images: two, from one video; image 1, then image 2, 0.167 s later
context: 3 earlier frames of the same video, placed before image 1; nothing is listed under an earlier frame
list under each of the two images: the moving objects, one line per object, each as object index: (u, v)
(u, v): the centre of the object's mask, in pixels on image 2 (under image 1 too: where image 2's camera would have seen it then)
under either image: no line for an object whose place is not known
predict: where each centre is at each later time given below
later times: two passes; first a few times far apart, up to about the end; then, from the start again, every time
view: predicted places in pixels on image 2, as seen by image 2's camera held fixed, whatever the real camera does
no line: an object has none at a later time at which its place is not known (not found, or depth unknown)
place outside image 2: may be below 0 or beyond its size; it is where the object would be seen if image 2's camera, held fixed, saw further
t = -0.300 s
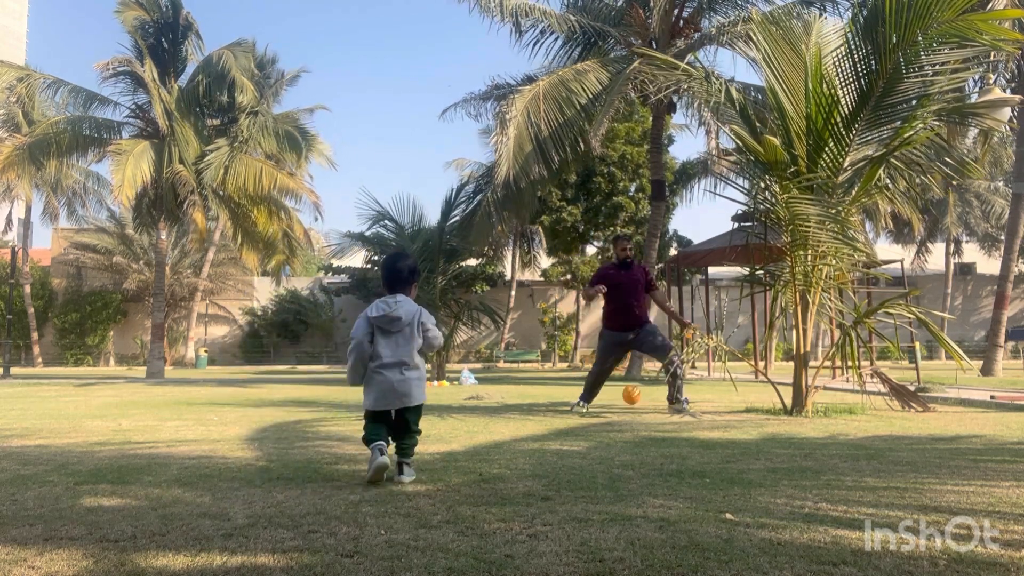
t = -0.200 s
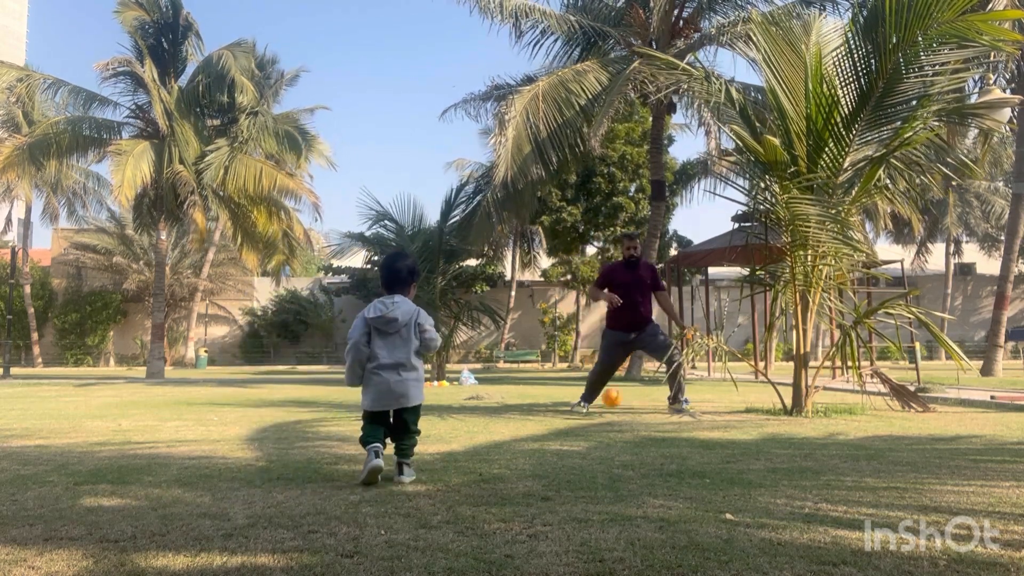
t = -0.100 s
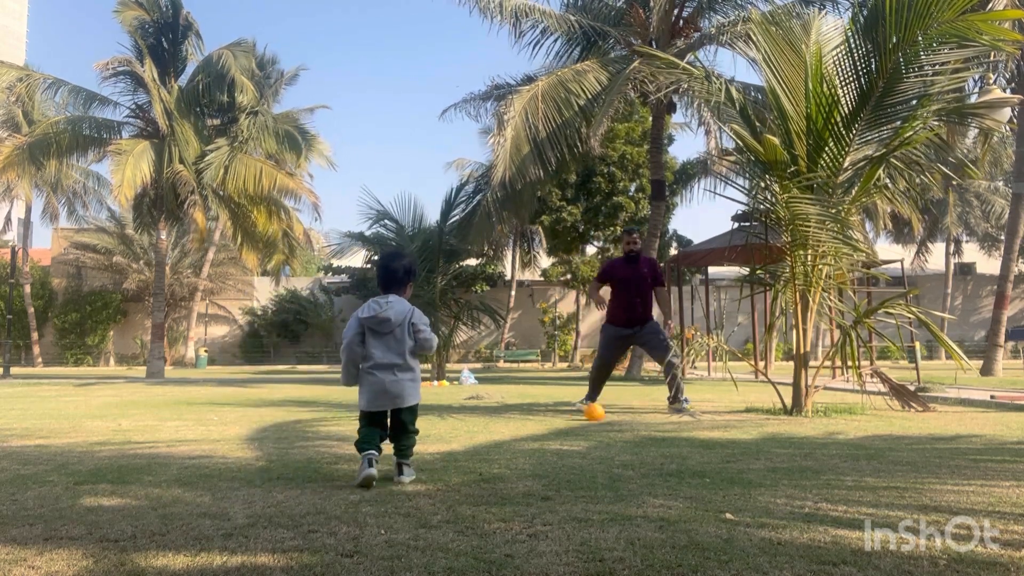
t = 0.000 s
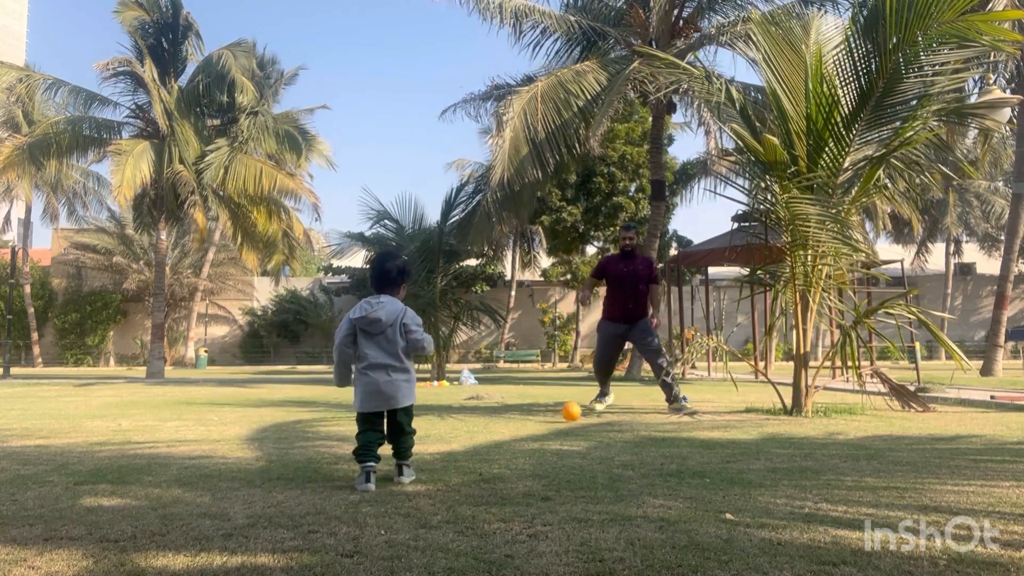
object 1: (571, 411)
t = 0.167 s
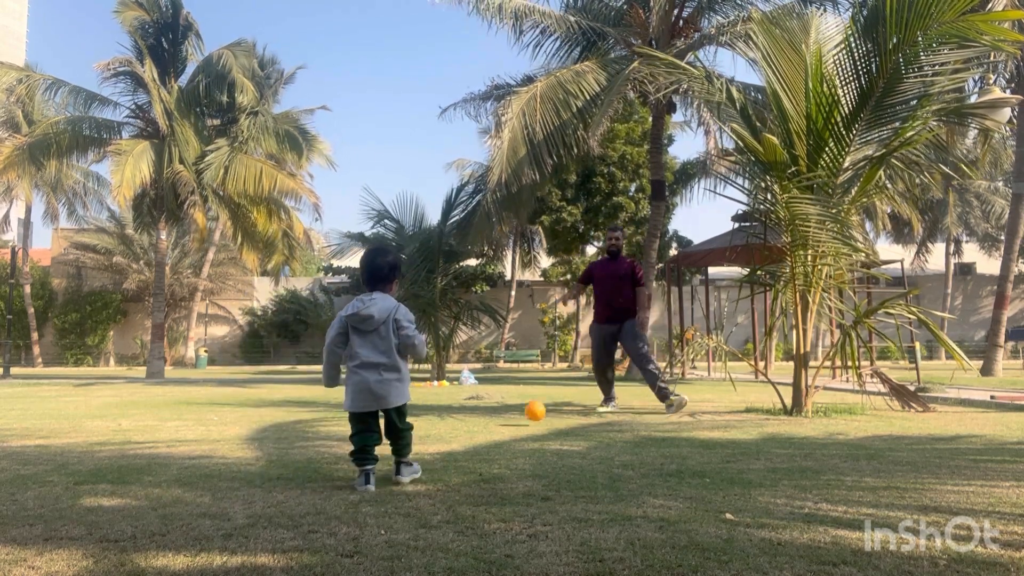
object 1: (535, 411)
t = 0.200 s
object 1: (527, 414)
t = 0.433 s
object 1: (478, 420)
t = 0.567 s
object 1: (453, 420)
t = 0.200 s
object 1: (527, 414)
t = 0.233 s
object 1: (519, 418)
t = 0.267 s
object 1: (513, 418)
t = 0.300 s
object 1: (506, 416)
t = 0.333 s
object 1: (499, 415)
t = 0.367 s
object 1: (492, 417)
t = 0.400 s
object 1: (485, 419)
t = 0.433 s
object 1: (478, 420)
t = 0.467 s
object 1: (472, 418)
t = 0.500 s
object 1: (466, 418)
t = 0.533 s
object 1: (459, 418)
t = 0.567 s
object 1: (453, 420)
